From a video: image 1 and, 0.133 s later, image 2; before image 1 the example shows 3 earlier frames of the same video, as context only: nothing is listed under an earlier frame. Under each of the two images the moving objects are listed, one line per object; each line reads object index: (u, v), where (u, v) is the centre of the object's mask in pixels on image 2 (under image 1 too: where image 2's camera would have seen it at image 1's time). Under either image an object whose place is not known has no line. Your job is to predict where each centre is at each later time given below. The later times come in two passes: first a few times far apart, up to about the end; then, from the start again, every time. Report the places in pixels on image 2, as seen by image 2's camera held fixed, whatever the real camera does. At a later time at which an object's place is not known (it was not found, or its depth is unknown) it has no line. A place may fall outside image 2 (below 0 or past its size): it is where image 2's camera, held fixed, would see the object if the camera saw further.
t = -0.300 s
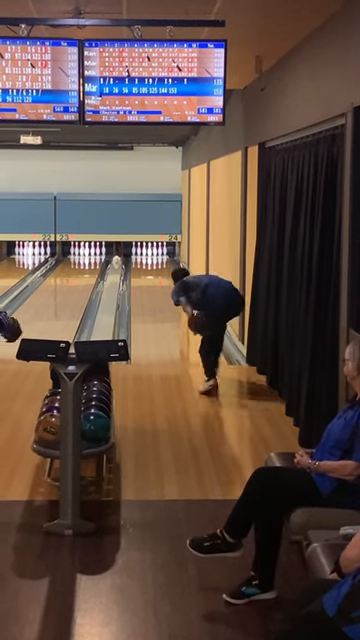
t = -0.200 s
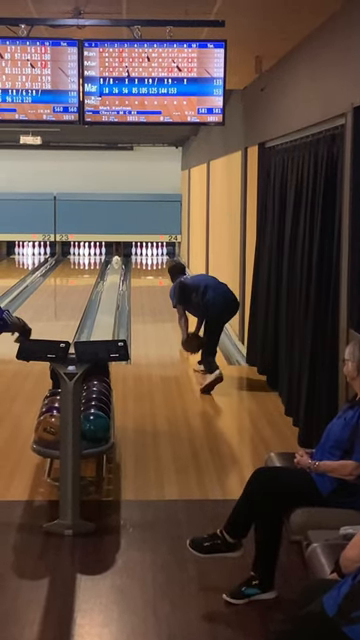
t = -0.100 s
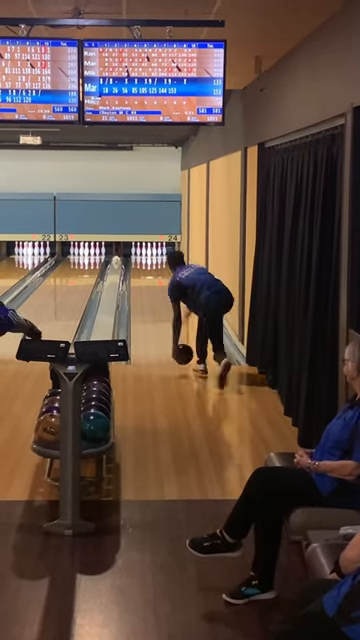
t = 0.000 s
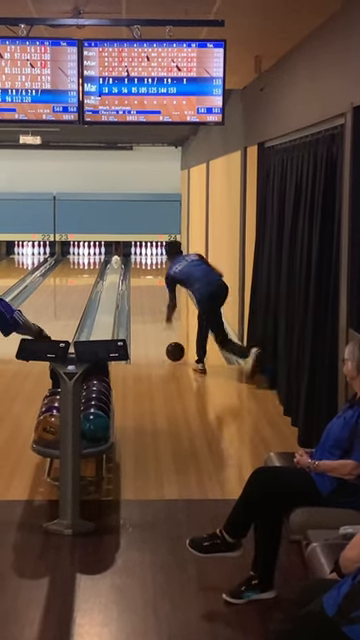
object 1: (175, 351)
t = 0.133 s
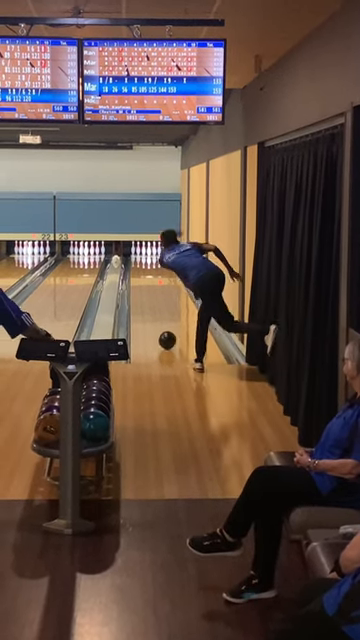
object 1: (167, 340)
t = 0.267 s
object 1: (160, 329)
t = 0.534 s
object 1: (149, 310)
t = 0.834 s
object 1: (141, 295)
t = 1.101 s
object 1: (136, 285)
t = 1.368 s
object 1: (133, 277)
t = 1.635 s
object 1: (132, 269)
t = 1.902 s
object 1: (133, 264)
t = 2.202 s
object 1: (135, 258)
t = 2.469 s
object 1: (141, 254)
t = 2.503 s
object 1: (141, 254)
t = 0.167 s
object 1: (165, 337)
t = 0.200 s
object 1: (163, 334)
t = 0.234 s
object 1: (162, 331)
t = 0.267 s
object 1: (160, 329)
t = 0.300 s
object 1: (159, 326)
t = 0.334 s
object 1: (157, 322)
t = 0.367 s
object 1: (155, 320)
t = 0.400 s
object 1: (154, 318)
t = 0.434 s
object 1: (153, 316)
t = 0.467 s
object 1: (151, 314)
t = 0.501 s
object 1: (150, 312)
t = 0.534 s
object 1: (149, 310)
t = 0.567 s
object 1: (148, 308)
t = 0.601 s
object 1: (147, 306)
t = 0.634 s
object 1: (146, 304)
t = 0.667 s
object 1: (145, 303)
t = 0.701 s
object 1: (144, 301)
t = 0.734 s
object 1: (144, 299)
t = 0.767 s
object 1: (143, 298)
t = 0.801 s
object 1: (142, 297)
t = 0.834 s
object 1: (141, 295)
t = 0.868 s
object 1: (140, 294)
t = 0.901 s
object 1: (139, 293)
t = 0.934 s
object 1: (139, 291)
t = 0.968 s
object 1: (138, 290)
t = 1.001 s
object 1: (138, 289)
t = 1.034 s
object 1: (137, 287)
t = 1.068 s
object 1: (137, 286)
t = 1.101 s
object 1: (136, 285)
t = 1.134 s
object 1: (135, 284)
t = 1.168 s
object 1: (135, 283)
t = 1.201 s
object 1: (135, 282)
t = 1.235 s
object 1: (134, 281)
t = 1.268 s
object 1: (134, 280)
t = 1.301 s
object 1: (134, 278)
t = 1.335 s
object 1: (134, 277)
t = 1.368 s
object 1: (133, 277)
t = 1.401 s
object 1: (133, 276)
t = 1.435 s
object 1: (133, 275)
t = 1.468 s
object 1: (133, 274)
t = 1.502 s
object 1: (132, 273)
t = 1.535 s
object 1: (132, 272)
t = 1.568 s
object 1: (133, 271)
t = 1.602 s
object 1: (132, 271)
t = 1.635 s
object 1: (132, 269)
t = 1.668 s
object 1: (132, 269)
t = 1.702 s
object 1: (132, 268)
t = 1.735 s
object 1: (132, 268)
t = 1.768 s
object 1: (132, 266)
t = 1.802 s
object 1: (133, 266)
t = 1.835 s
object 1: (133, 265)
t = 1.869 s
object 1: (133, 265)
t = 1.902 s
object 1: (133, 264)
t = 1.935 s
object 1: (133, 263)
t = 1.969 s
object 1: (133, 262)
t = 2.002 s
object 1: (134, 262)
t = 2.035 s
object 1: (134, 261)
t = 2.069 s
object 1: (134, 261)
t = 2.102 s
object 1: (134, 260)
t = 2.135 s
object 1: (135, 260)
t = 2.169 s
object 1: (135, 259)
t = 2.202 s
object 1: (135, 258)
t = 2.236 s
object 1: (136, 258)
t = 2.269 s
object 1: (137, 257)
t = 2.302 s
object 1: (137, 256)
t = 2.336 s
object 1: (138, 256)
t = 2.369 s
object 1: (139, 256)
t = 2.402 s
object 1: (139, 255)
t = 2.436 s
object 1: (140, 255)
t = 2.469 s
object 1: (141, 254)
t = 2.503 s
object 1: (141, 254)
